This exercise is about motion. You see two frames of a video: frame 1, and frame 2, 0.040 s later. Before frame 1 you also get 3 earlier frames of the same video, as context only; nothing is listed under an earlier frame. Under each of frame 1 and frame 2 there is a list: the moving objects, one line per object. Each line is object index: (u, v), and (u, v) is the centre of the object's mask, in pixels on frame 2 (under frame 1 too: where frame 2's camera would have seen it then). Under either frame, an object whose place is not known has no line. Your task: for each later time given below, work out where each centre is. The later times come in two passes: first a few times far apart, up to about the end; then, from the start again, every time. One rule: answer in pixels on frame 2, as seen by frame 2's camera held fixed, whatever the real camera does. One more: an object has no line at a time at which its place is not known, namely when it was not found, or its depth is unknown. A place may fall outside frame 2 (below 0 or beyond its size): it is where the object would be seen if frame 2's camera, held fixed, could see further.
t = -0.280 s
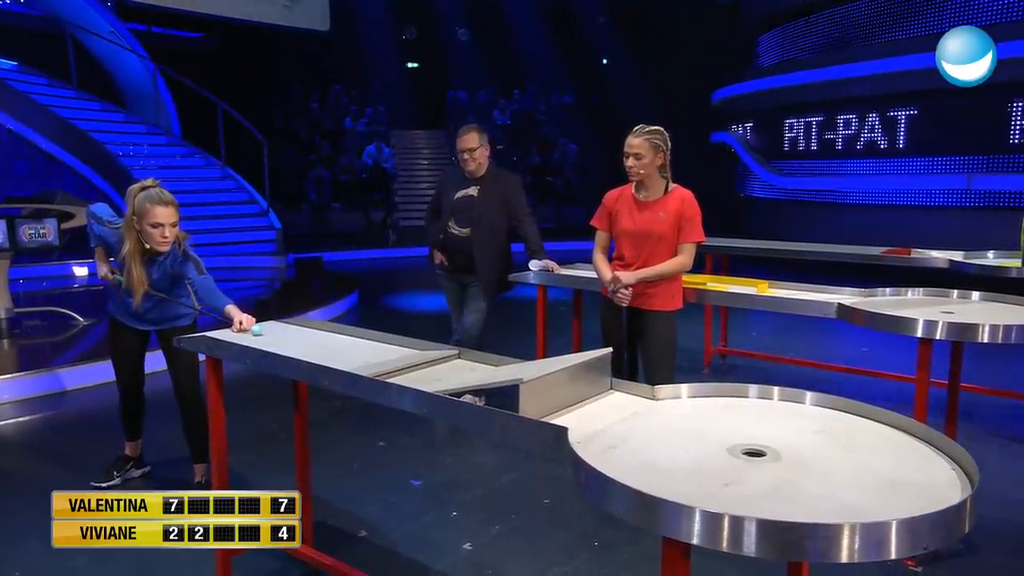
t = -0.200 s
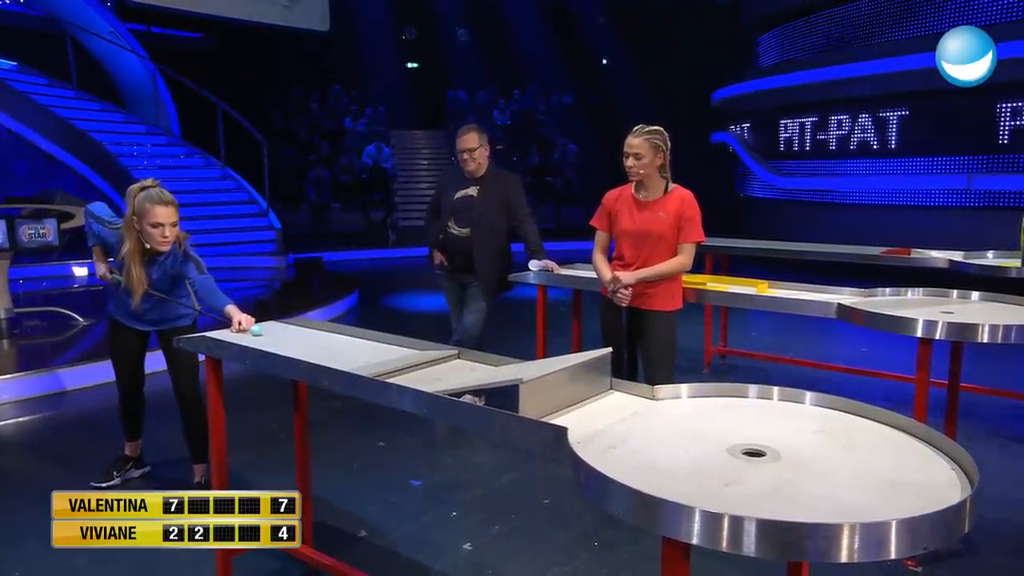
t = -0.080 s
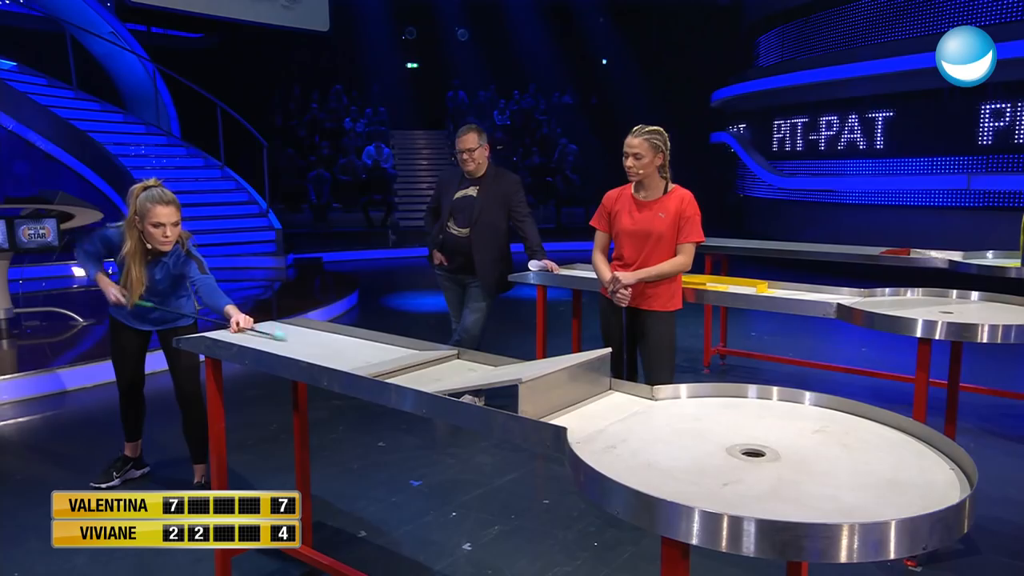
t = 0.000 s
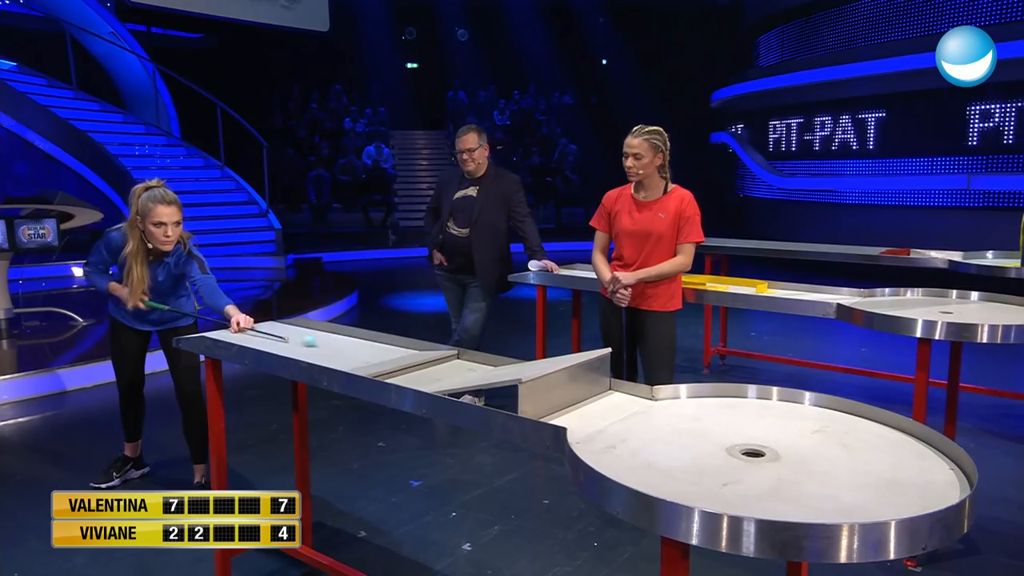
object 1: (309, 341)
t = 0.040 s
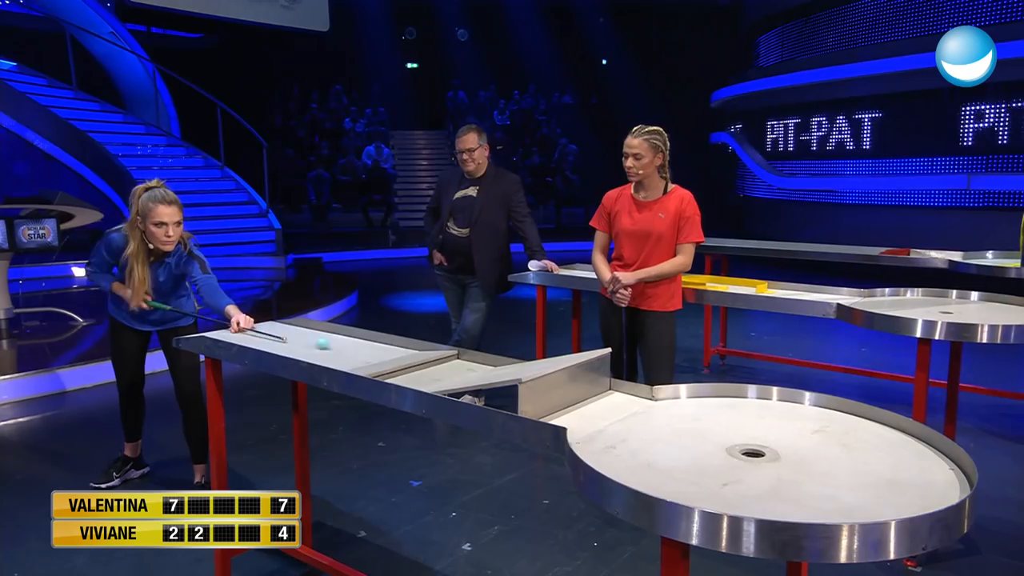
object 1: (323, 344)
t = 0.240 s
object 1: (389, 354)
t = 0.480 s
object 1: (471, 368)
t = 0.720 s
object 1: (542, 355)
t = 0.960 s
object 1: (586, 345)
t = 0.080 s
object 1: (335, 346)
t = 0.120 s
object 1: (348, 349)
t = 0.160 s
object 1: (362, 351)
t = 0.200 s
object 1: (375, 354)
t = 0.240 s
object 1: (389, 354)
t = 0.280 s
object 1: (403, 354)
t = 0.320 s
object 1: (416, 353)
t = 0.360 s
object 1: (429, 352)
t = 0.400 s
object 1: (444, 356)
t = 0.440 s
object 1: (457, 367)
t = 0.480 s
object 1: (471, 368)
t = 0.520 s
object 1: (485, 366)
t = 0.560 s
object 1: (498, 363)
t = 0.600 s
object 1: (510, 361)
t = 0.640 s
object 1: (521, 359)
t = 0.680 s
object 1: (532, 357)
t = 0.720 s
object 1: (542, 355)
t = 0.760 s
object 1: (552, 352)
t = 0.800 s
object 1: (561, 351)
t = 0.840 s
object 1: (568, 349)
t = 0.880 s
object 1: (575, 348)
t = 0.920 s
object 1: (581, 347)
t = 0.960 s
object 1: (586, 345)
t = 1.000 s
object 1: (590, 345)
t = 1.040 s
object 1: (593, 344)
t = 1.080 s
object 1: (595, 344)
